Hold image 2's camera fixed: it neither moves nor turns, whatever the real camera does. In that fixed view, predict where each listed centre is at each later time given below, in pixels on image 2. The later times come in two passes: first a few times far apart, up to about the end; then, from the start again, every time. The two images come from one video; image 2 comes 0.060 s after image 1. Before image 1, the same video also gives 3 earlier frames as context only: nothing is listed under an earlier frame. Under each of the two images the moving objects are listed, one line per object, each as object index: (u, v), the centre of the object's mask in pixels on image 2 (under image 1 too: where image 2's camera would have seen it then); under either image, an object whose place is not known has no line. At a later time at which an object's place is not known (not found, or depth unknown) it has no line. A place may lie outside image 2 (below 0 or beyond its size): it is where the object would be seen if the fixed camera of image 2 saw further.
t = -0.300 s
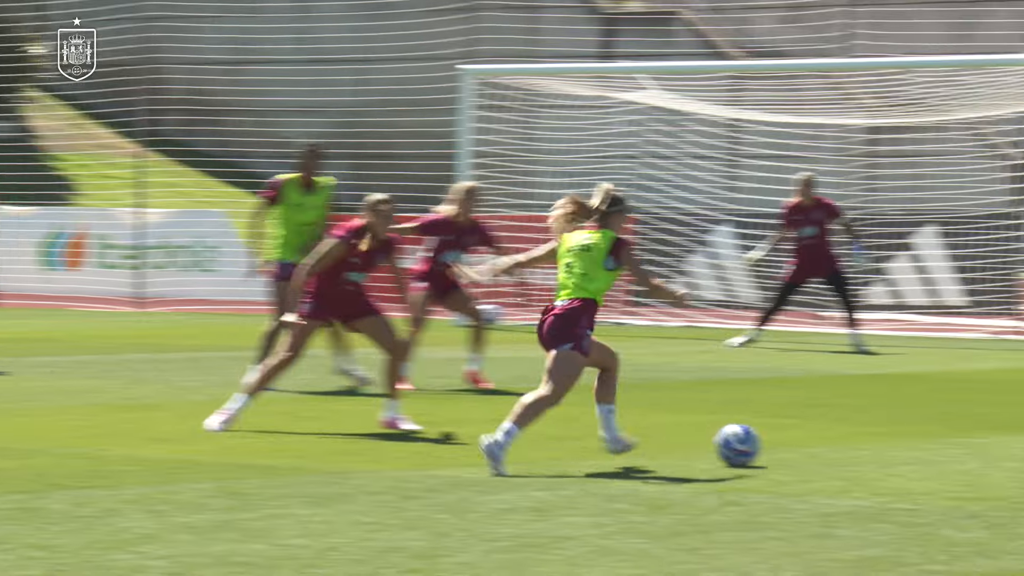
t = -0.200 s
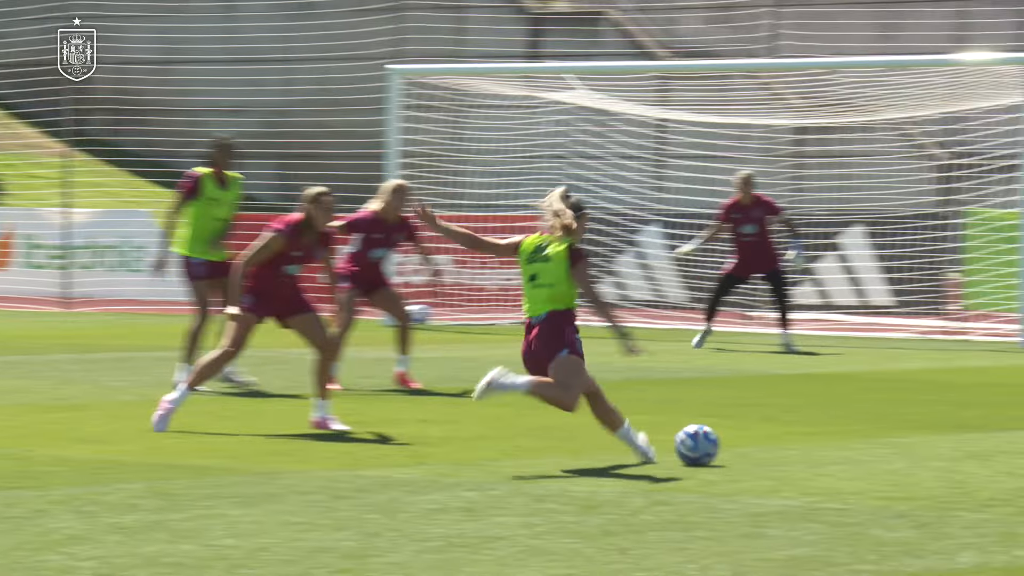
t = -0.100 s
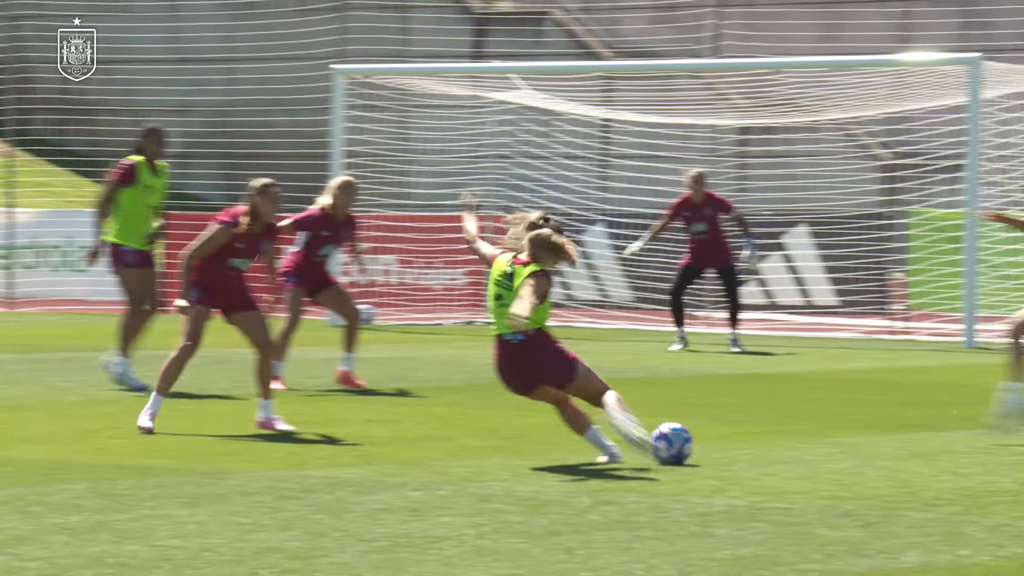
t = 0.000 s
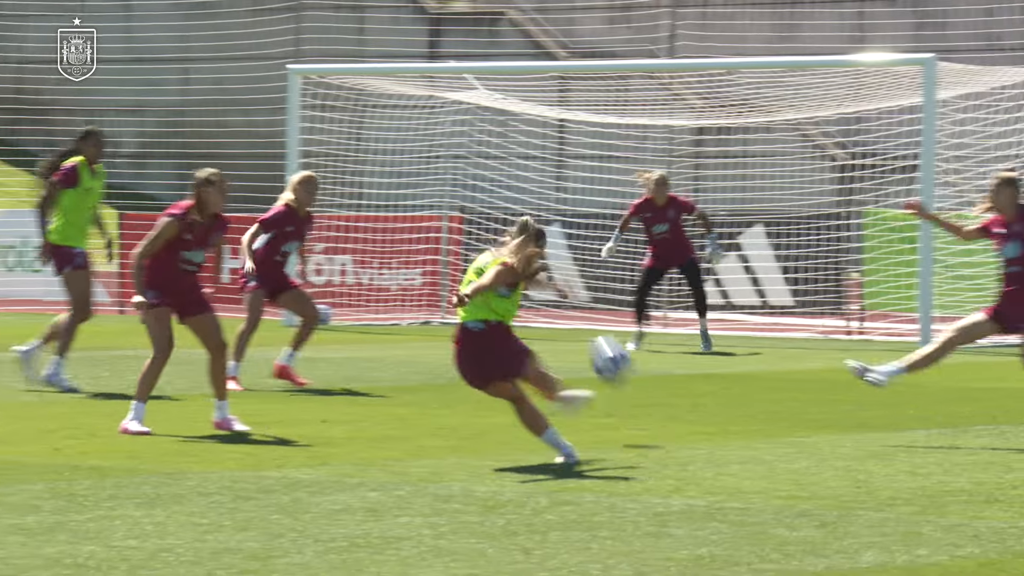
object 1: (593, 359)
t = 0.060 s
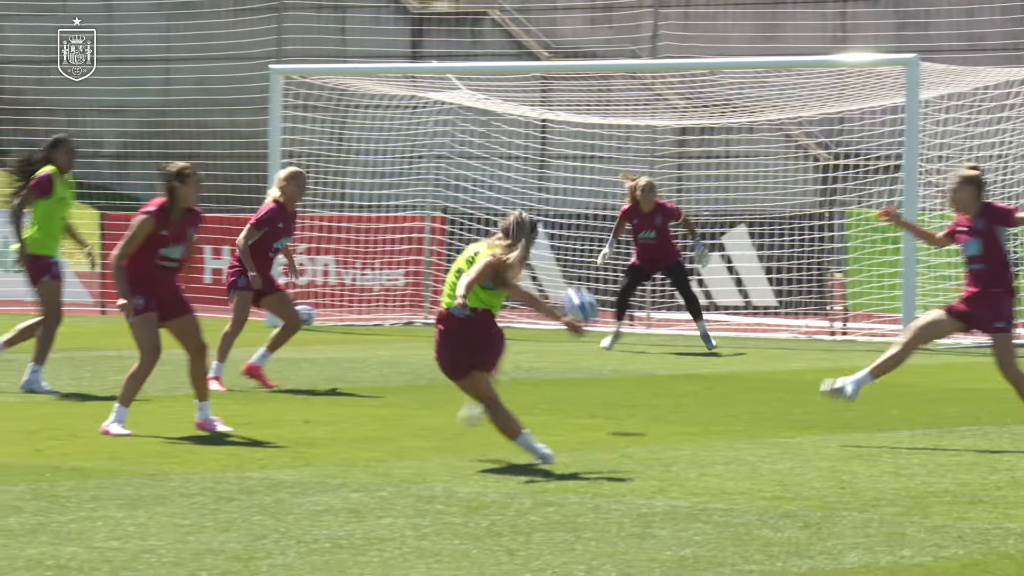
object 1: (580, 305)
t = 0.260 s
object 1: (550, 196)
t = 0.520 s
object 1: (523, 142)
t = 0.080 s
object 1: (576, 293)
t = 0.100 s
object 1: (572, 279)
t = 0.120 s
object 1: (569, 266)
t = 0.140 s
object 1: (566, 254)
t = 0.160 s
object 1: (563, 241)
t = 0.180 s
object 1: (560, 231)
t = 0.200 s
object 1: (556, 222)
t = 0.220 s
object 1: (554, 213)
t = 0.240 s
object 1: (553, 203)
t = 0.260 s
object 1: (550, 196)
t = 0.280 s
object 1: (547, 189)
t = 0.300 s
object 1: (545, 183)
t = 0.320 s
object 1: (543, 177)
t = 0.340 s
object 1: (541, 171)
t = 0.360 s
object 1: (539, 166)
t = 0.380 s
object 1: (537, 161)
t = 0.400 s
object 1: (537, 158)
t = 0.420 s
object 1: (532, 154)
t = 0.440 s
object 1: (531, 150)
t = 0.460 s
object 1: (529, 148)
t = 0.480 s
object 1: (527, 146)
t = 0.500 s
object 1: (524, 144)
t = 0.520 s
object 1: (523, 142)
